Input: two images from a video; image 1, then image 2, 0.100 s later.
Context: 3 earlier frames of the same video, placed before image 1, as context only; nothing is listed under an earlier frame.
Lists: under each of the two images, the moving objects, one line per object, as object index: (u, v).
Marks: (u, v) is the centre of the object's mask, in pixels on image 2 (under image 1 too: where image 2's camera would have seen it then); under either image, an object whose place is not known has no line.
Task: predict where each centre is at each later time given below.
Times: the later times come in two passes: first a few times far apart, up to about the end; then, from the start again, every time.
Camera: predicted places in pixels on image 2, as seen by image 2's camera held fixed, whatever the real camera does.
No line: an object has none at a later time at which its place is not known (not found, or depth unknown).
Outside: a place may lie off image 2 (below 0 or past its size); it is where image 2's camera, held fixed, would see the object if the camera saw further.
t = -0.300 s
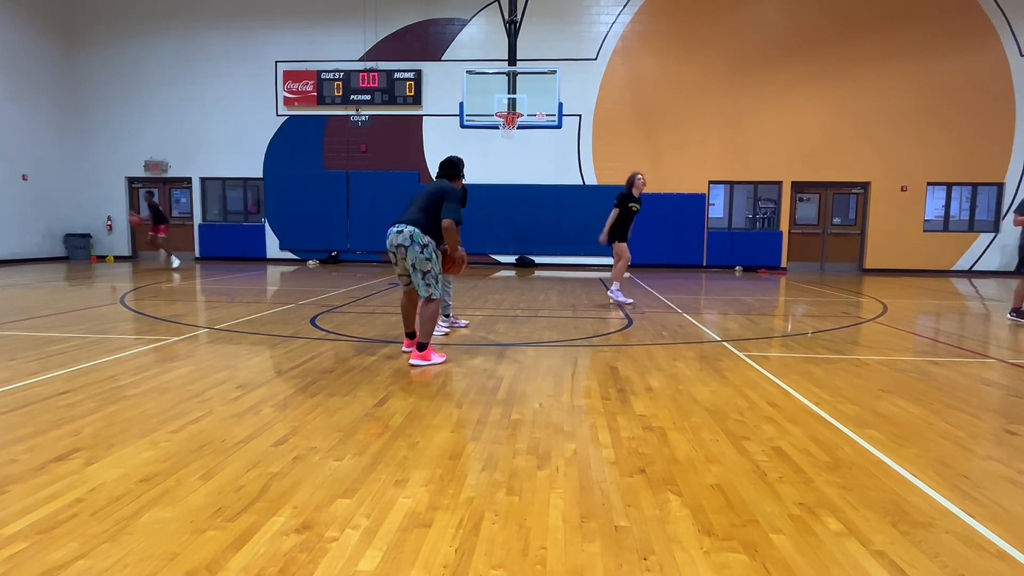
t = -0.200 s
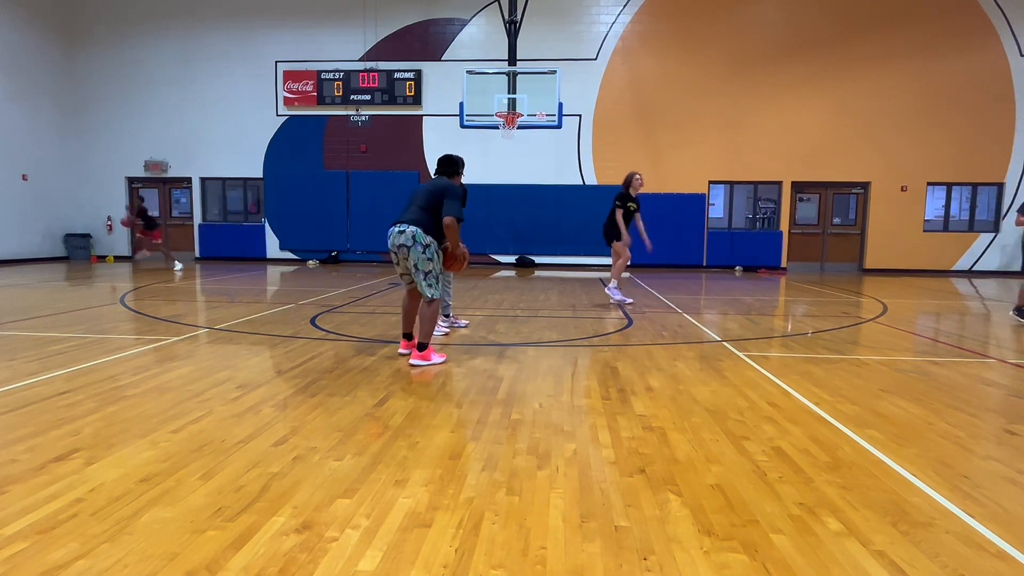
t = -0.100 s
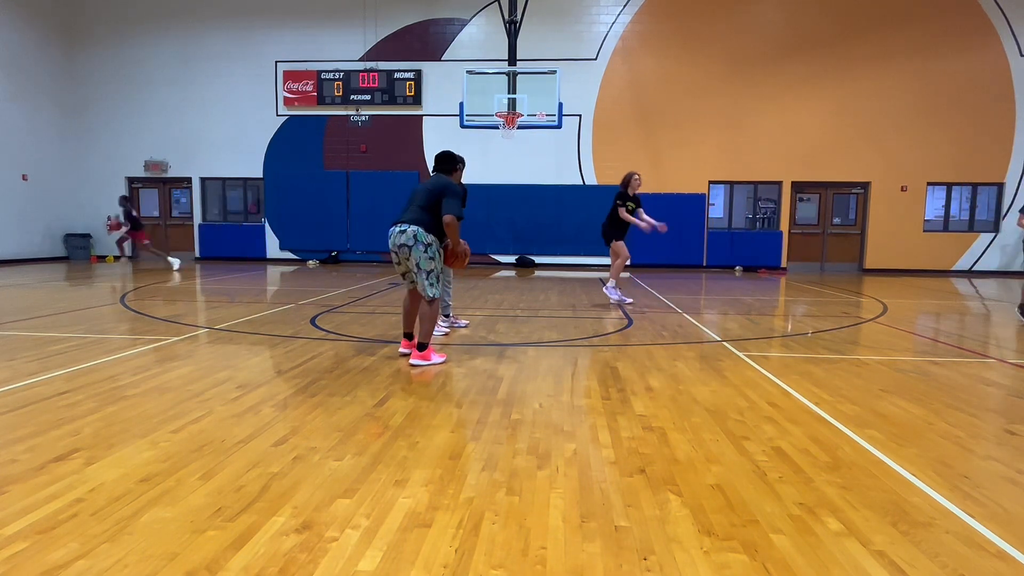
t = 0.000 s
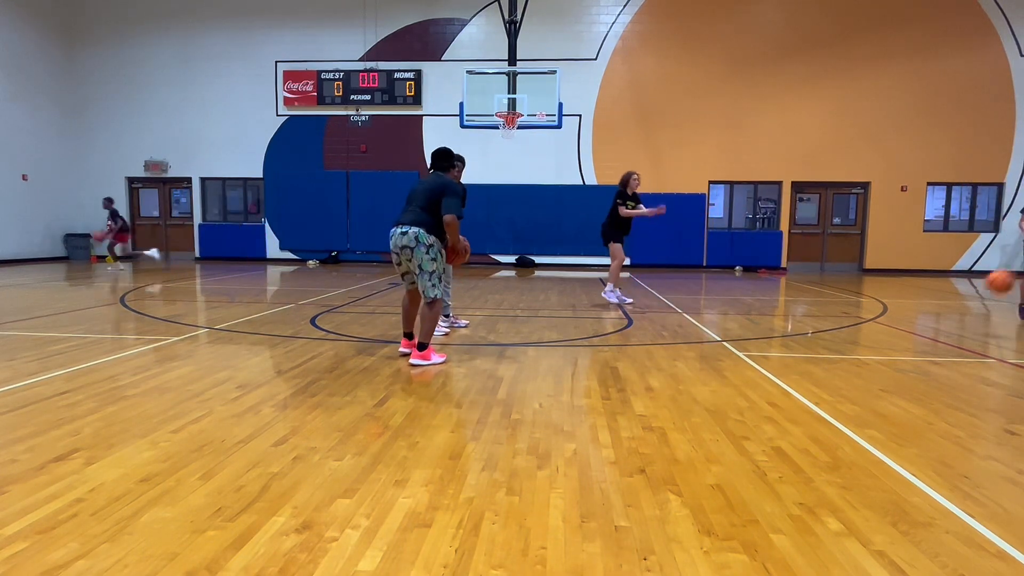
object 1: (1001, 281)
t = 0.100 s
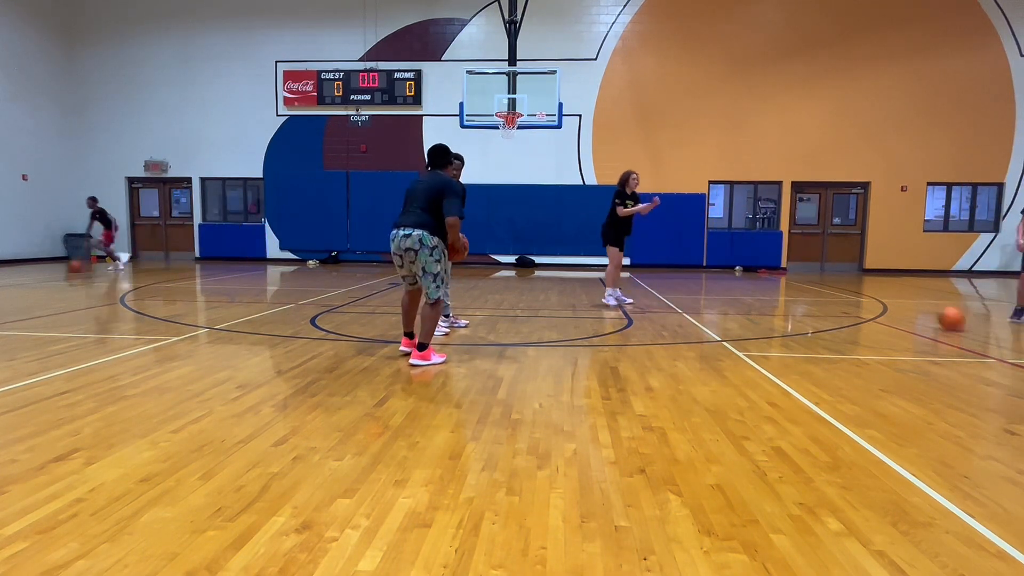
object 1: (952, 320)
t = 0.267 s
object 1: (913, 266)
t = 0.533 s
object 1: (848, 239)
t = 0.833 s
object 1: (775, 280)
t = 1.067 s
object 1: (724, 281)
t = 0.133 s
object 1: (944, 306)
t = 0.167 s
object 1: (935, 295)
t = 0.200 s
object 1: (928, 285)
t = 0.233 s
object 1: (921, 275)
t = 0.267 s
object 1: (913, 266)
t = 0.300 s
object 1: (904, 261)
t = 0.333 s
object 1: (896, 254)
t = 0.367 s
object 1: (888, 249)
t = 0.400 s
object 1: (880, 245)
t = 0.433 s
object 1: (872, 242)
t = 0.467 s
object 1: (864, 240)
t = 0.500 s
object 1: (856, 239)
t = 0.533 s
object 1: (848, 239)
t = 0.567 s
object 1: (839, 240)
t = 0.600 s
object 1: (831, 241)
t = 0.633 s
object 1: (823, 245)
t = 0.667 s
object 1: (815, 248)
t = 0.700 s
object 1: (807, 253)
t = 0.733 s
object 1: (799, 258)
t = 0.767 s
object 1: (791, 265)
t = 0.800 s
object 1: (783, 272)
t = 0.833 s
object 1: (775, 280)
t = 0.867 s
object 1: (767, 289)
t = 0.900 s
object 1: (760, 299)
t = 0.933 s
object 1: (752, 309)
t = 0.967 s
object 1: (745, 302)
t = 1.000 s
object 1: (738, 294)
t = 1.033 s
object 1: (731, 287)
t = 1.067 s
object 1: (724, 281)
